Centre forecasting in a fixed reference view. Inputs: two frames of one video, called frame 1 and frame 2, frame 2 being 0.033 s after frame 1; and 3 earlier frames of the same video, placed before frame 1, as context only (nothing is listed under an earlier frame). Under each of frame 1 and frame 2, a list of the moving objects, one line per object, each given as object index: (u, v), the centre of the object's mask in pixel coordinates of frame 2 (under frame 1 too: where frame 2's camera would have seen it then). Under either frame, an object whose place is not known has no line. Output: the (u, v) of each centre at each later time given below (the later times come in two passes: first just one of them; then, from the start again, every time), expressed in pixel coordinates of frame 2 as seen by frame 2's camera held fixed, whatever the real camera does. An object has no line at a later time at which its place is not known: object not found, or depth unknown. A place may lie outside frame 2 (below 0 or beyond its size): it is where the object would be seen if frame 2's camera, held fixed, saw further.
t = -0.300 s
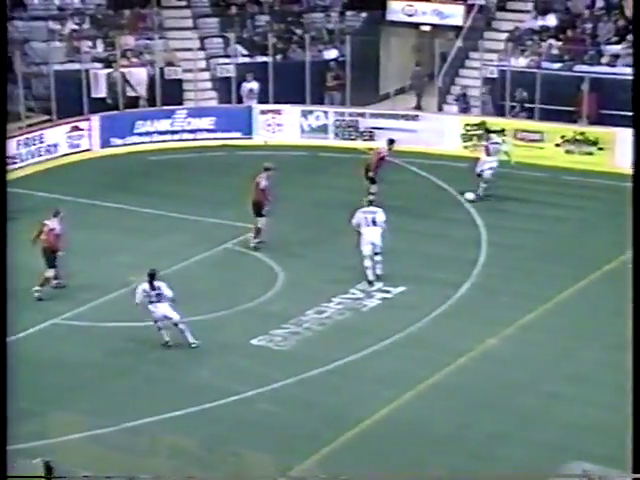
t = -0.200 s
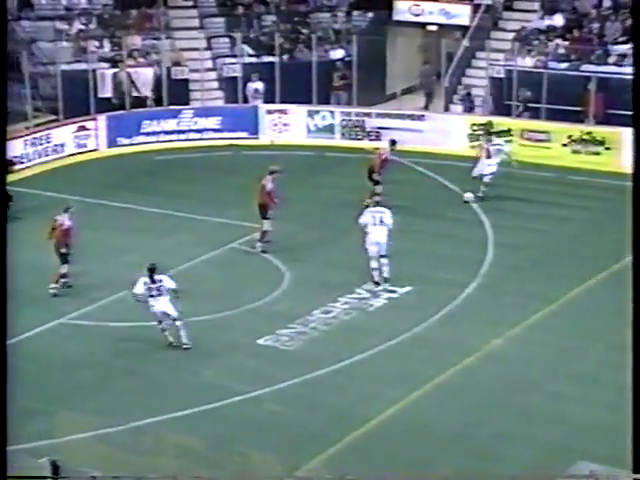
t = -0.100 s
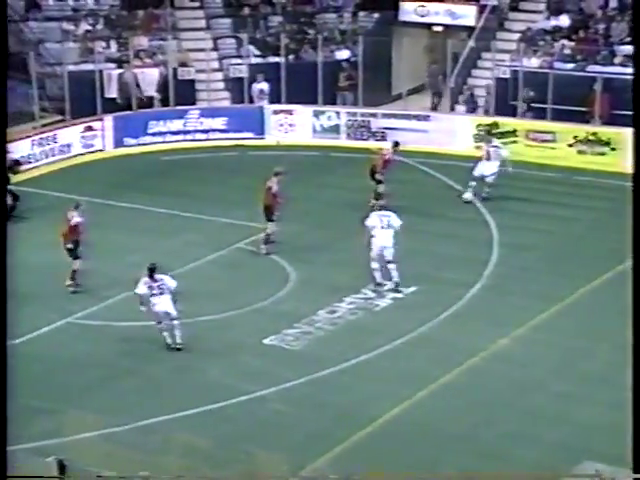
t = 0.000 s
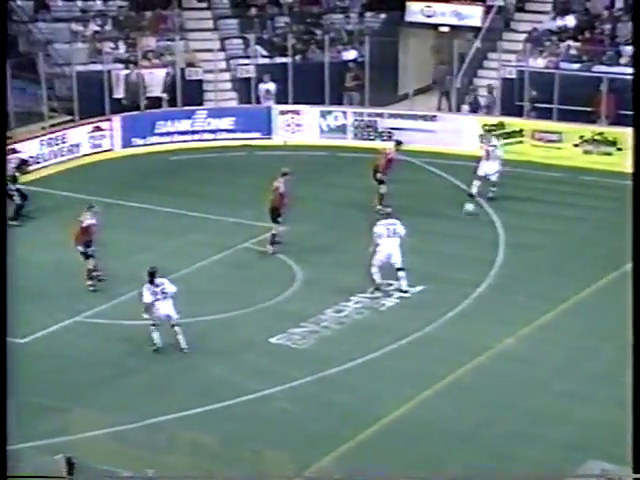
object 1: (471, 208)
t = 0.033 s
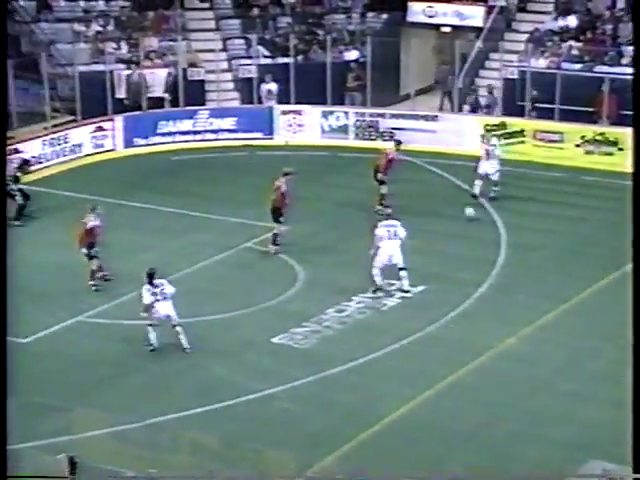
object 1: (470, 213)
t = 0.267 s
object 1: (465, 246)
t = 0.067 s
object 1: (469, 218)
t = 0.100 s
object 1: (468, 222)
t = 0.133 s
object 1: (467, 229)
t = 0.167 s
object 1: (466, 233)
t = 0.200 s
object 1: (466, 237)
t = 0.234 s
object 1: (466, 241)
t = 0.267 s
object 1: (465, 246)
